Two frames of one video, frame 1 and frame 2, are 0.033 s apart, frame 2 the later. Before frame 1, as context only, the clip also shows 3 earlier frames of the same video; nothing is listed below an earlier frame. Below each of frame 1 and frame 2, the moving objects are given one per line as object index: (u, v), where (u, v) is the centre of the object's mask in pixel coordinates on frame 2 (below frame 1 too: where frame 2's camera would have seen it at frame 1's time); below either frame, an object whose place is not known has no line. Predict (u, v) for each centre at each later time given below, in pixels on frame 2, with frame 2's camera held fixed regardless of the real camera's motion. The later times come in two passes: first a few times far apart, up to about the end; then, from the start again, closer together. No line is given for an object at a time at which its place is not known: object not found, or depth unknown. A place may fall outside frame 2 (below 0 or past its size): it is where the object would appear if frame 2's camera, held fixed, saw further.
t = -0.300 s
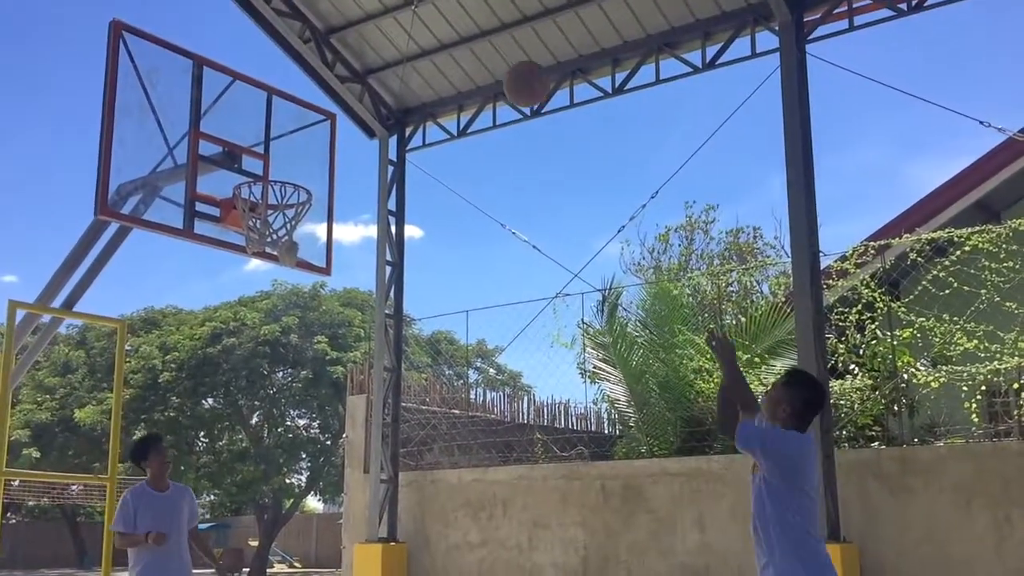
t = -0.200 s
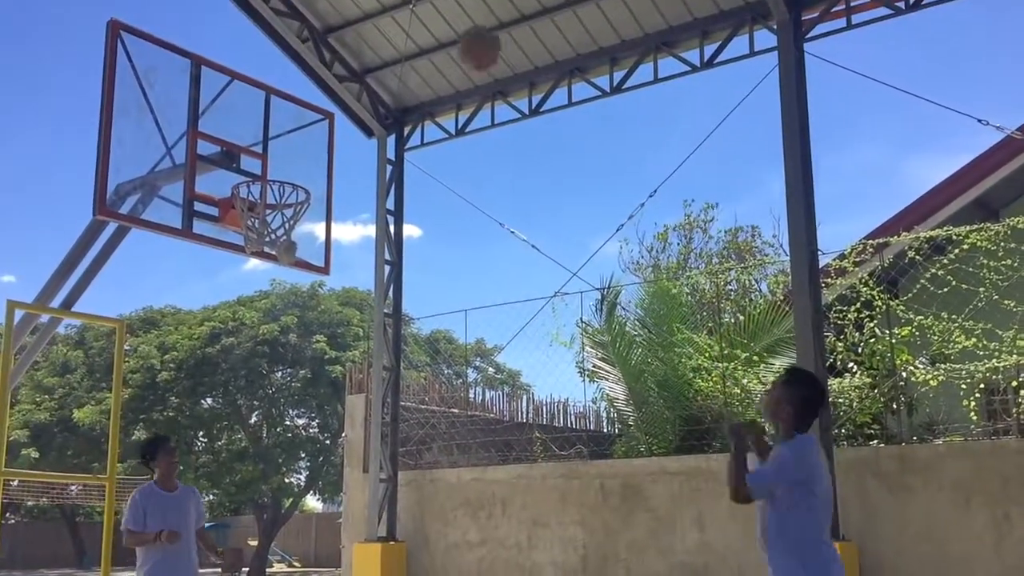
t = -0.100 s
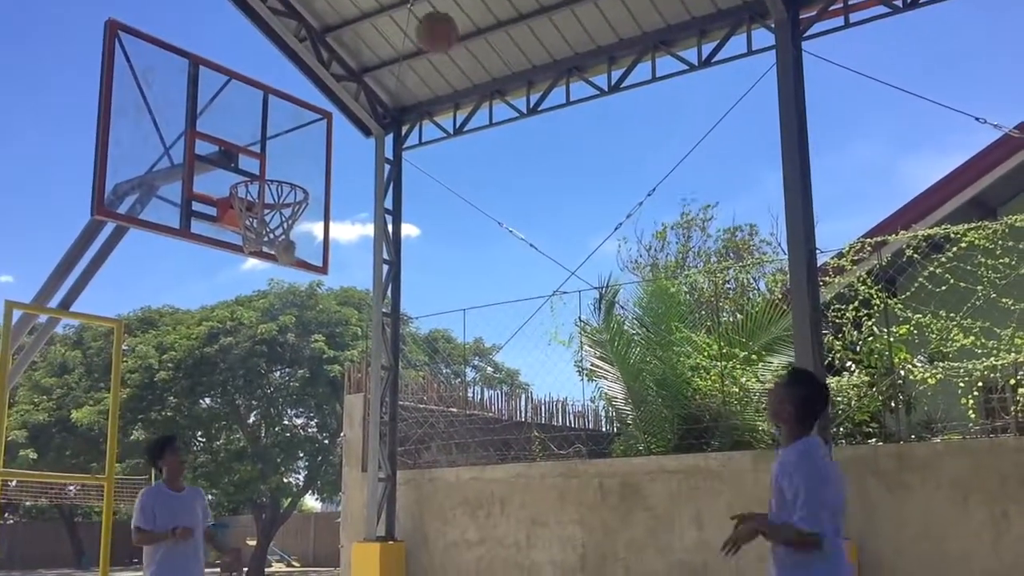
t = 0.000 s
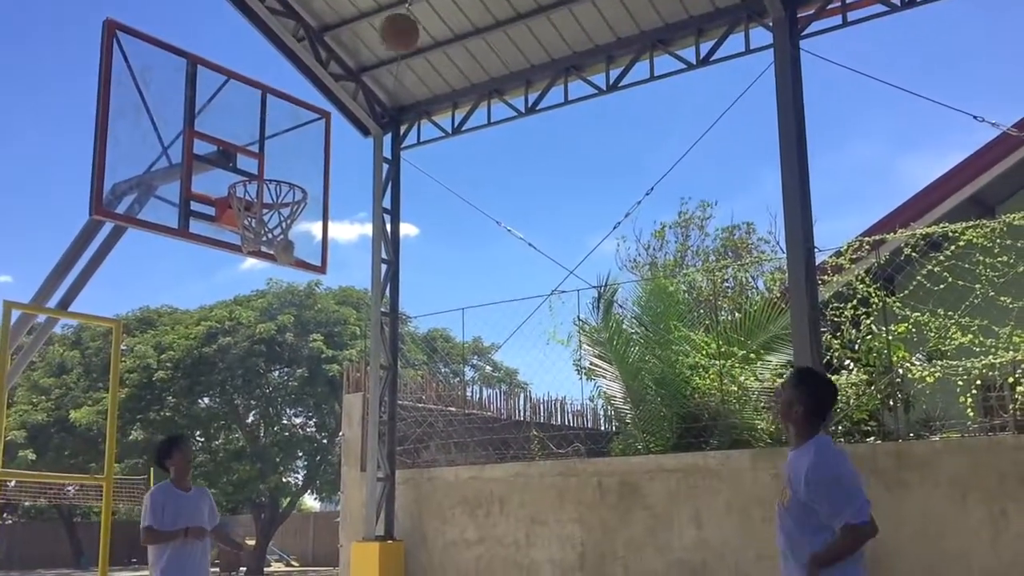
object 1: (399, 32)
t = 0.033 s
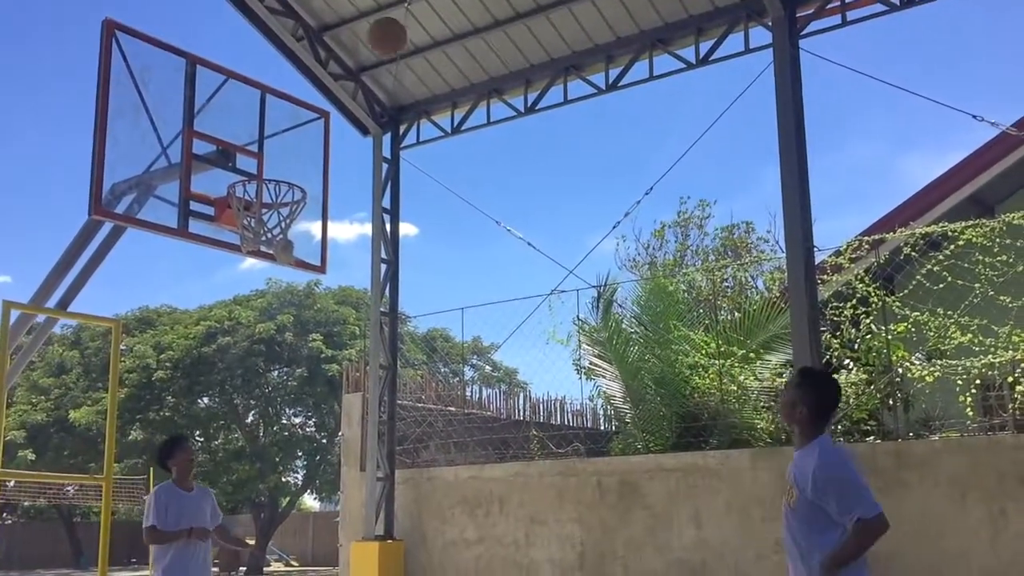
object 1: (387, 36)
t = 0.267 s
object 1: (314, 103)
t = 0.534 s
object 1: (315, 203)
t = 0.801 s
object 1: (419, 276)
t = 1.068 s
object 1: (519, 442)
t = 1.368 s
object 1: (626, 615)
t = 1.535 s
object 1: (672, 502)
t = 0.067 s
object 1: (376, 43)
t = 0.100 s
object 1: (365, 49)
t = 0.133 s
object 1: (355, 59)
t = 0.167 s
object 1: (344, 68)
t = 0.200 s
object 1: (333, 78)
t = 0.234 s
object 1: (323, 90)
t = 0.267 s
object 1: (314, 103)
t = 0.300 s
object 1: (304, 120)
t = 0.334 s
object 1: (295, 135)
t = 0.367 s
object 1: (286, 152)
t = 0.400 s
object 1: (278, 169)
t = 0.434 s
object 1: (280, 184)
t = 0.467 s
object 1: (289, 194)
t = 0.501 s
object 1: (300, 200)
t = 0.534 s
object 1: (315, 203)
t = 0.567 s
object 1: (328, 206)
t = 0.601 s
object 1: (341, 212)
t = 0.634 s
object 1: (354, 219)
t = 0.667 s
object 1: (366, 227)
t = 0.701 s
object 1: (380, 237)
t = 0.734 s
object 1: (394, 249)
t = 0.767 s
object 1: (406, 261)
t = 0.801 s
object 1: (419, 276)
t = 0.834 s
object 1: (431, 291)
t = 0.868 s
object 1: (443, 309)
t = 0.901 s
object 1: (456, 326)
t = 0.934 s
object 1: (469, 346)
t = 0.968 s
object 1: (480, 369)
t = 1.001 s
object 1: (496, 391)
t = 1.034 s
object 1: (506, 417)
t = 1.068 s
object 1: (519, 442)
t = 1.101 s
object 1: (531, 471)
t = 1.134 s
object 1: (543, 499)
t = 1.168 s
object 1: (555, 529)
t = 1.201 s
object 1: (568, 564)
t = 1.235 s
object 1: (581, 599)
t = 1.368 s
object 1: (626, 615)
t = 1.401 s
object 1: (636, 589)
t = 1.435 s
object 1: (645, 563)
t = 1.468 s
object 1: (654, 541)
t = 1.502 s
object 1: (664, 520)
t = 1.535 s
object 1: (672, 502)
